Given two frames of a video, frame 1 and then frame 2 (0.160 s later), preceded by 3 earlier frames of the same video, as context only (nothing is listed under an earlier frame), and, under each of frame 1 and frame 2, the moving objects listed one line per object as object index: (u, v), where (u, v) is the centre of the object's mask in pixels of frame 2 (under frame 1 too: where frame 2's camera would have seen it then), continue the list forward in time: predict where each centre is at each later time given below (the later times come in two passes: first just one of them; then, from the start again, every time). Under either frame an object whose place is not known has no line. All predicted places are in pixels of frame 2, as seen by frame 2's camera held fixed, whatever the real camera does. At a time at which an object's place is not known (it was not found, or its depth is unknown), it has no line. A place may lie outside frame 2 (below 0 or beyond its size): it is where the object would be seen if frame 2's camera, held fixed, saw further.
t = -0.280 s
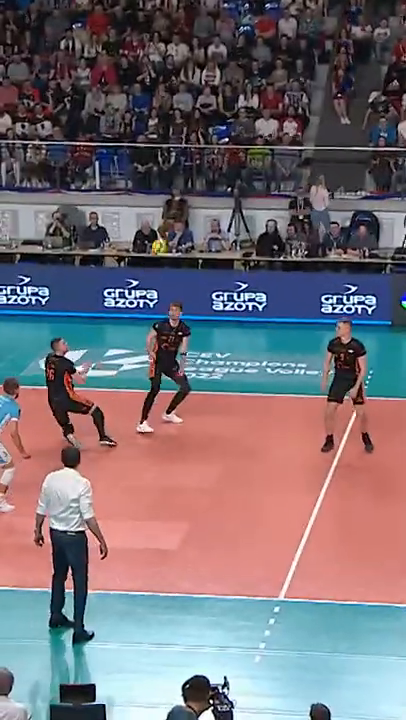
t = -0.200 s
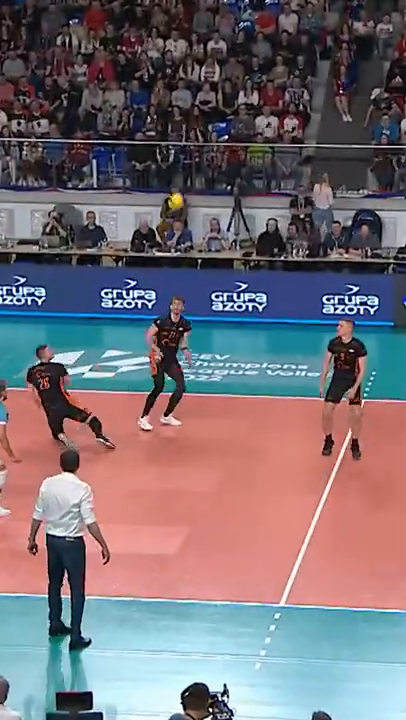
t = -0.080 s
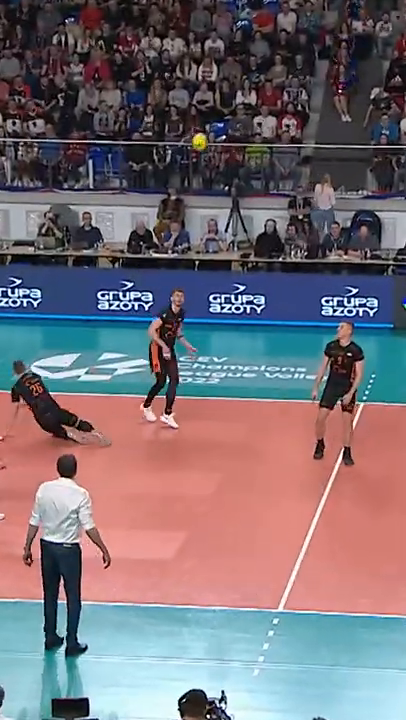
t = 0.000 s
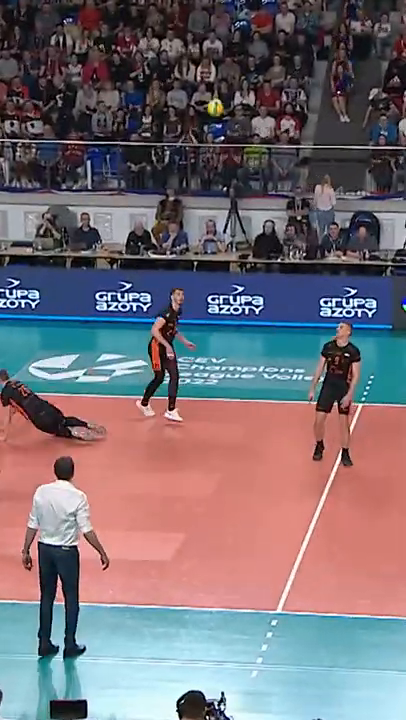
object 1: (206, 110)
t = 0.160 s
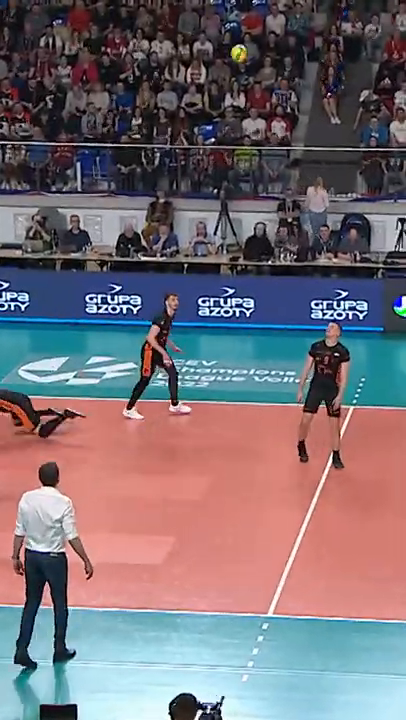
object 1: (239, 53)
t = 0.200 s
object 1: (247, 41)
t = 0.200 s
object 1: (247, 41)
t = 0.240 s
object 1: (255, 33)
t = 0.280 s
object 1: (262, 23)
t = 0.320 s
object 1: (270, 15)
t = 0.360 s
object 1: (278, 9)
